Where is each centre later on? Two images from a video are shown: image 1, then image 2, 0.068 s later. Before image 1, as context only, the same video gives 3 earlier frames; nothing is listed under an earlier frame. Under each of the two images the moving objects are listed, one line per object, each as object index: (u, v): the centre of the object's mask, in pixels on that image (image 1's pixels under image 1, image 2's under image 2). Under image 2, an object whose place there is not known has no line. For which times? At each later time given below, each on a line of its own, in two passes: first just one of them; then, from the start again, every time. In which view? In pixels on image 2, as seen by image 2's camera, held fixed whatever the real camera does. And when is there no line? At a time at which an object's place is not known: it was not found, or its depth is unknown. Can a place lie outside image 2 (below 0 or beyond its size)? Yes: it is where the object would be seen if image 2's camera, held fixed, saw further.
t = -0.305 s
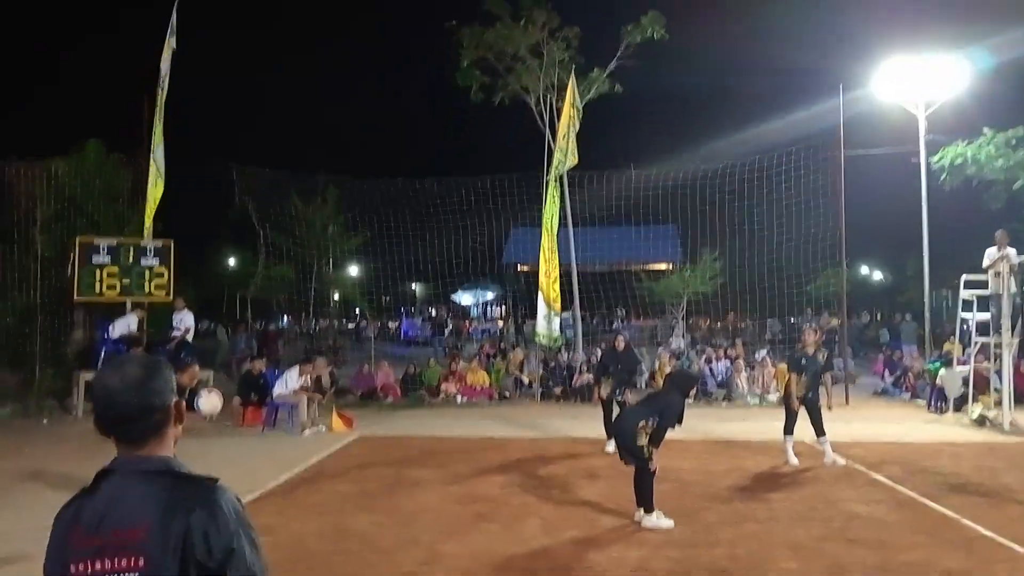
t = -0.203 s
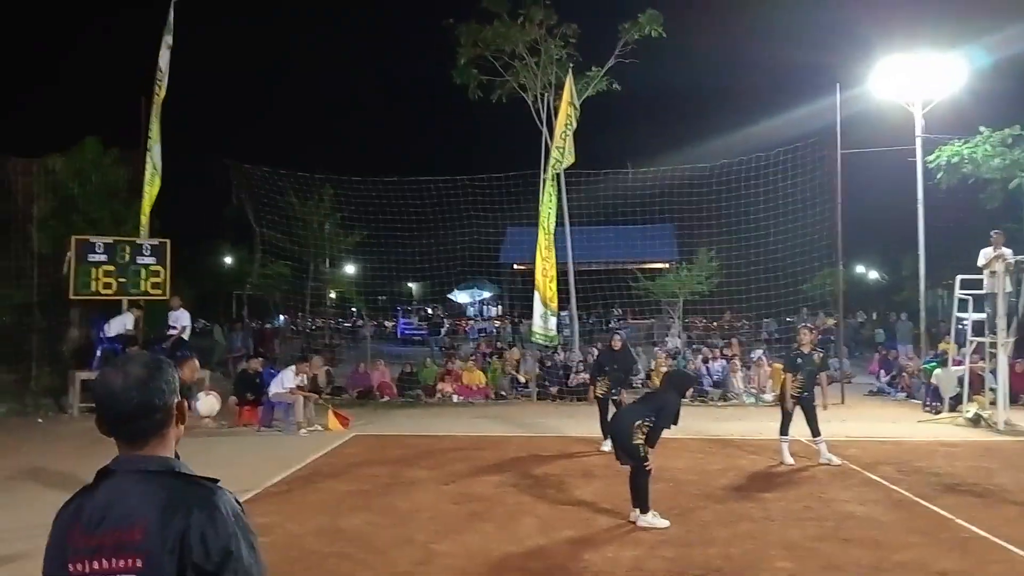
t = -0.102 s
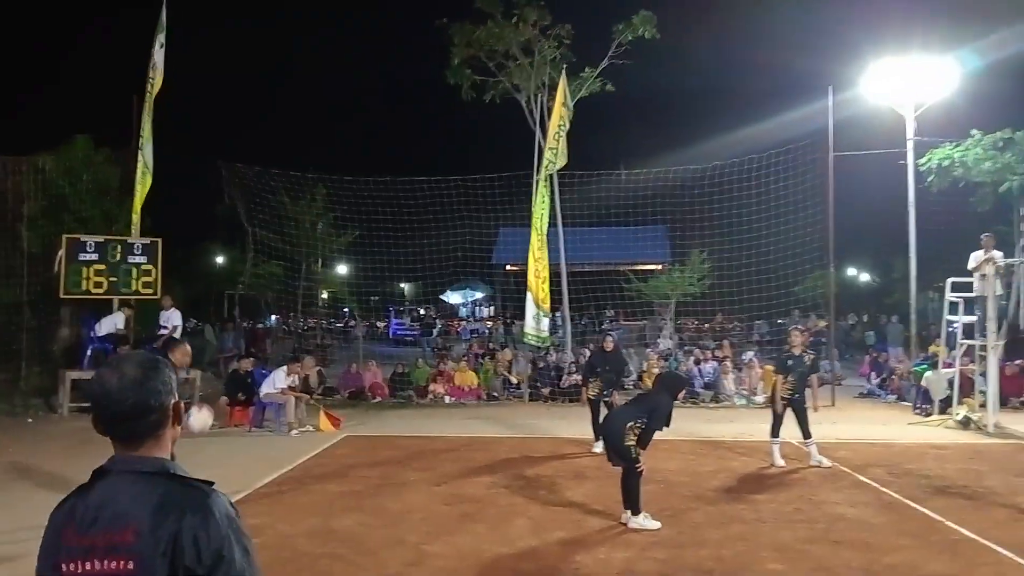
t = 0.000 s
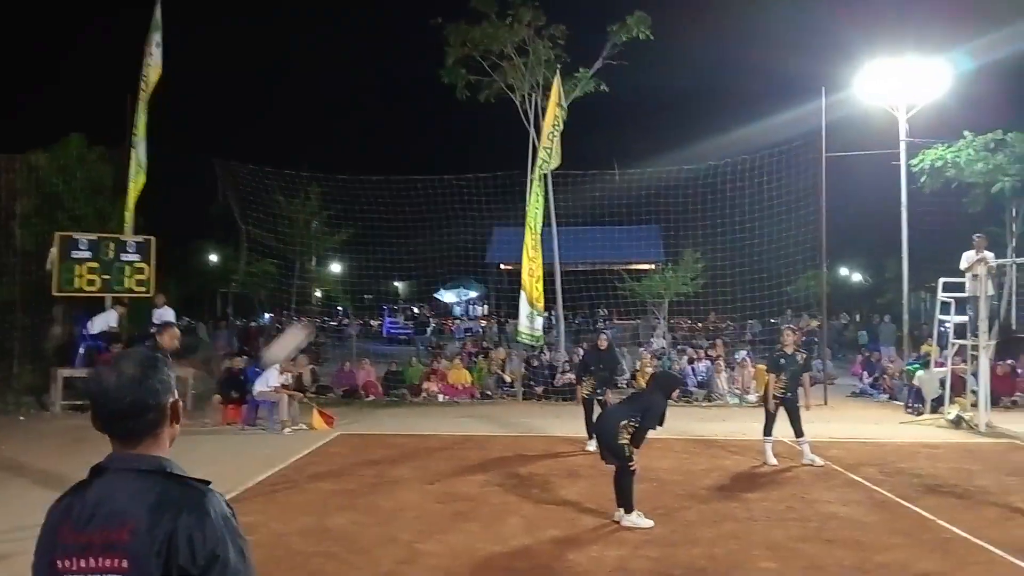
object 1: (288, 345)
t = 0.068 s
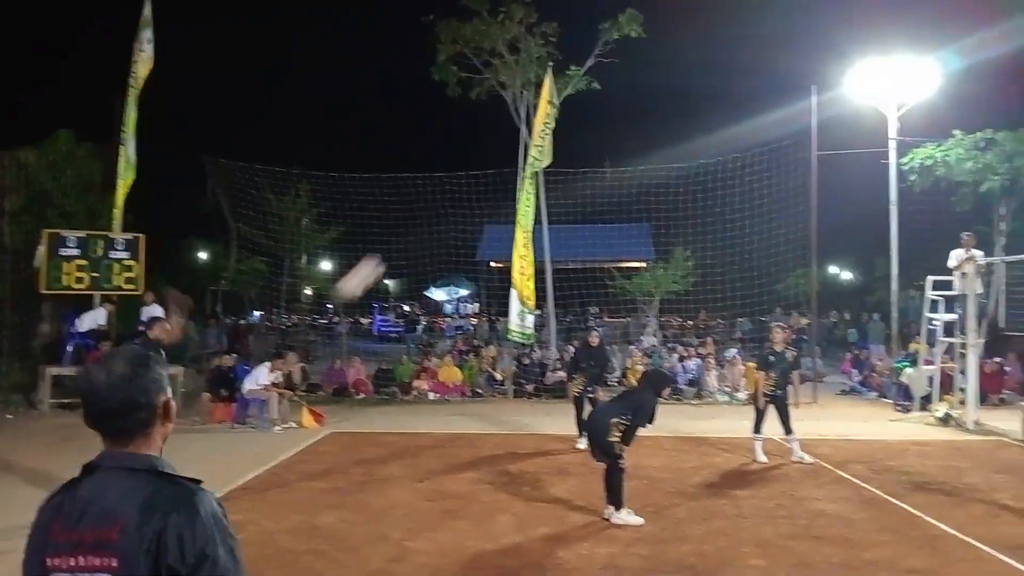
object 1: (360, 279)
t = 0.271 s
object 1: (608, 124)
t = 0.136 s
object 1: (441, 221)
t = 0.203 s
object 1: (524, 170)
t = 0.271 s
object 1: (608, 124)
